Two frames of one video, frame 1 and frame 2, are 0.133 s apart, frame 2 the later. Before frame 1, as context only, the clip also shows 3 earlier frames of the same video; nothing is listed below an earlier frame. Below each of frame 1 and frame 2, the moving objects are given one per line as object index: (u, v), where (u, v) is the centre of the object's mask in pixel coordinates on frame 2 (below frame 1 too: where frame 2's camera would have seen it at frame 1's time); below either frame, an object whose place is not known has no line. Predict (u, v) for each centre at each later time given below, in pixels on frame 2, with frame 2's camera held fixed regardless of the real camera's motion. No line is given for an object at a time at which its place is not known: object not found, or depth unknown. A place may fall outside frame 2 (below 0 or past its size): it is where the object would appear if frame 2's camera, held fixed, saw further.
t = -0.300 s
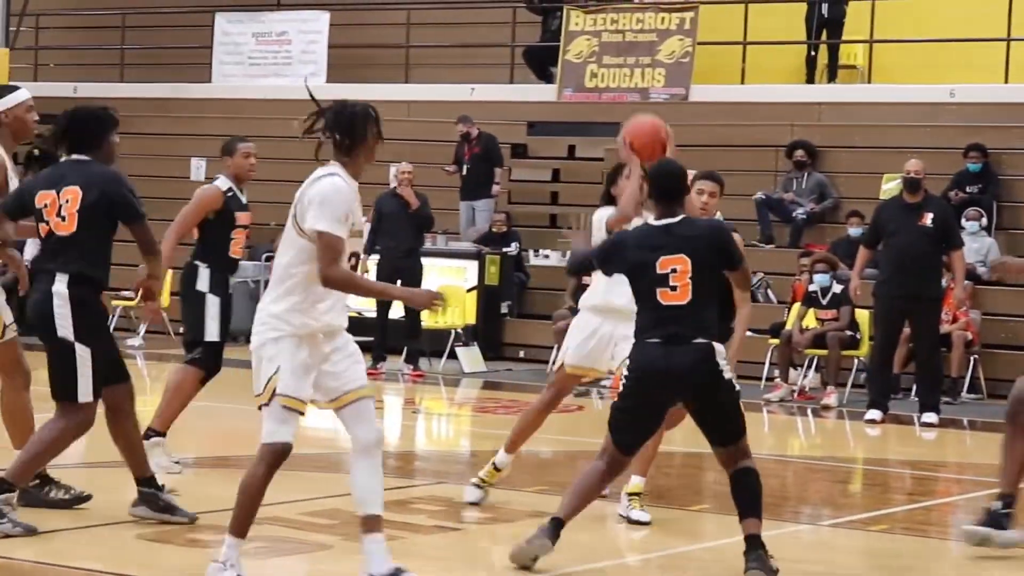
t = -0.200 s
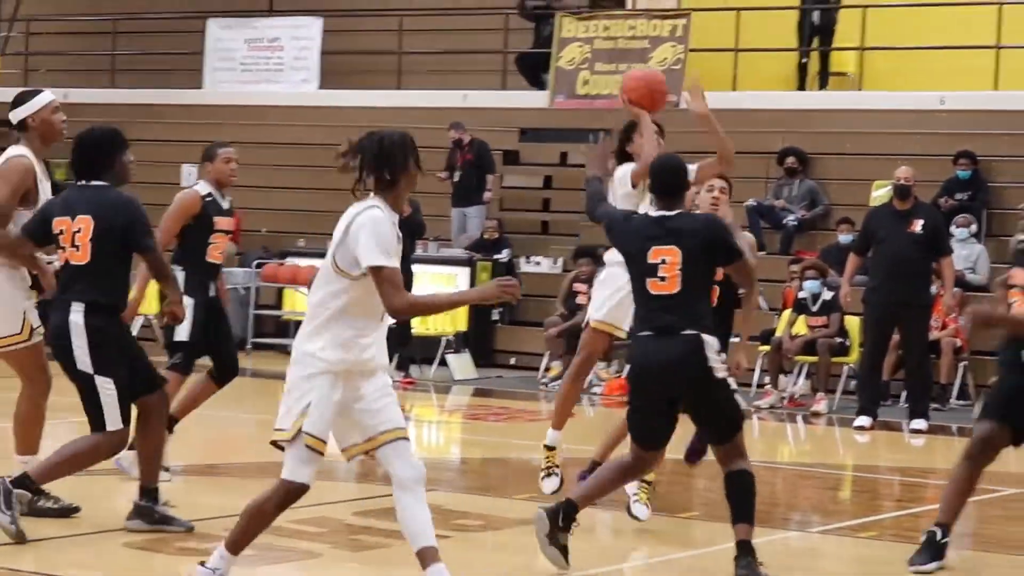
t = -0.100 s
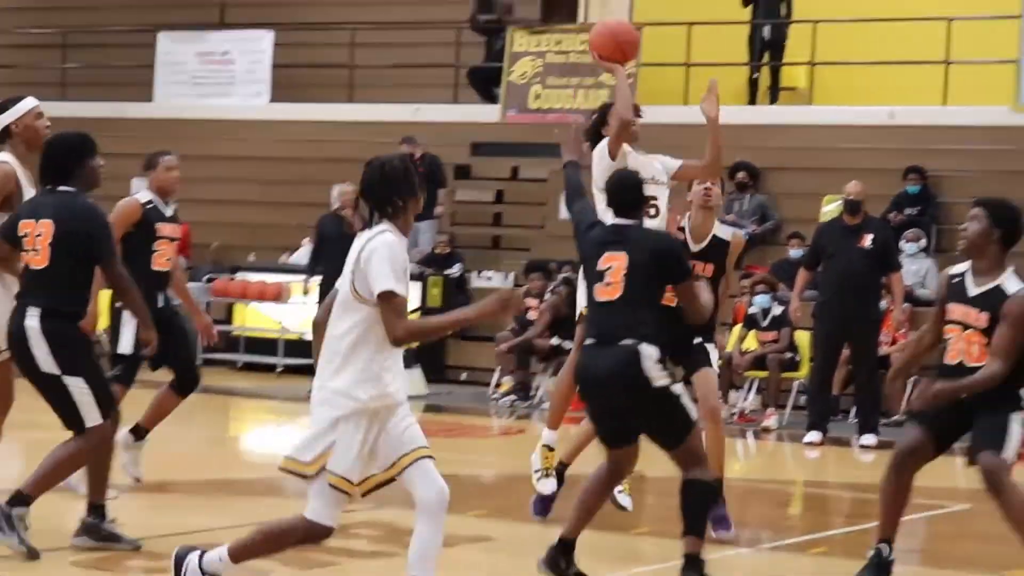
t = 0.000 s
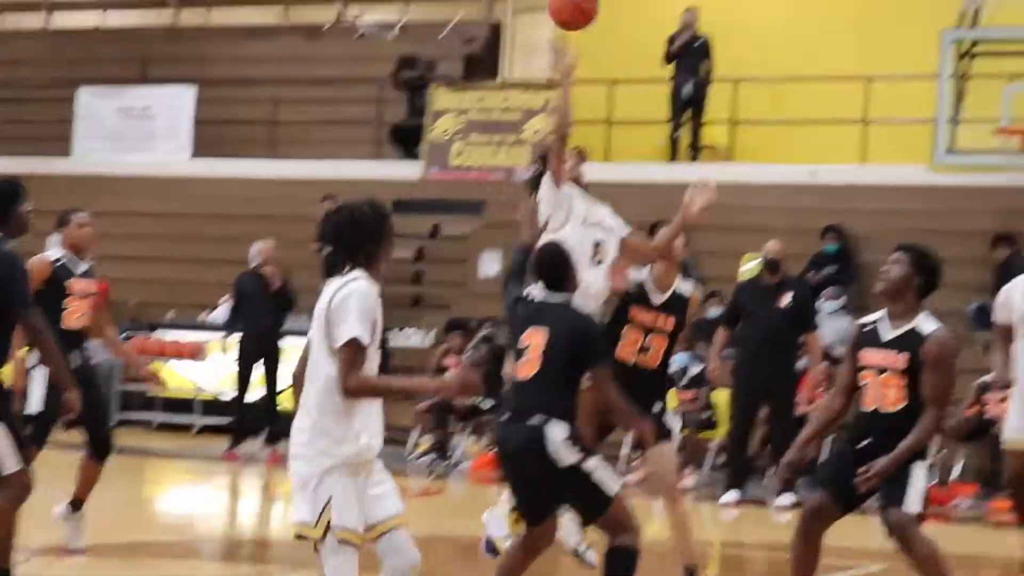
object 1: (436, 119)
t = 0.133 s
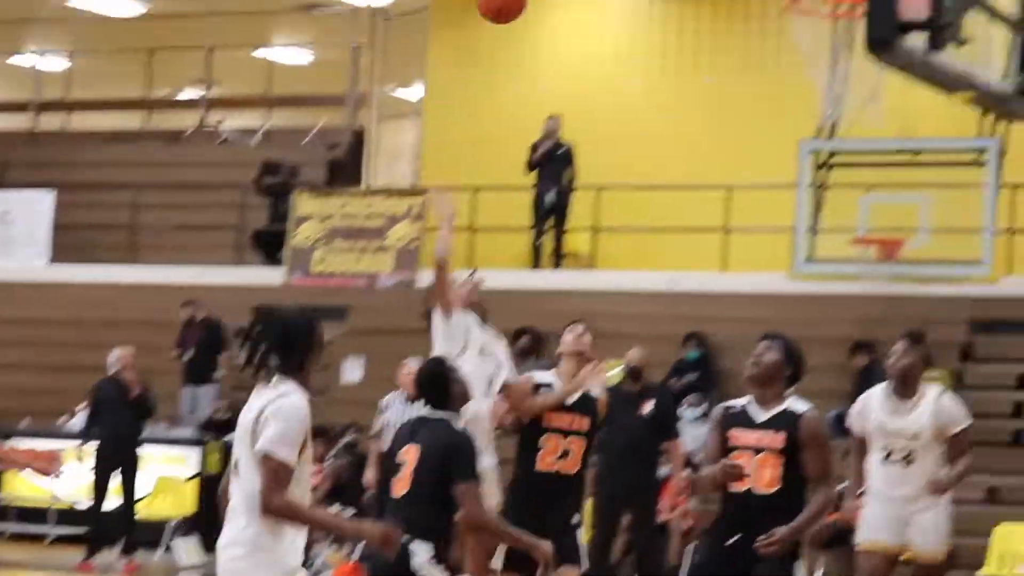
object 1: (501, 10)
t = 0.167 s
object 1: (513, -14)
